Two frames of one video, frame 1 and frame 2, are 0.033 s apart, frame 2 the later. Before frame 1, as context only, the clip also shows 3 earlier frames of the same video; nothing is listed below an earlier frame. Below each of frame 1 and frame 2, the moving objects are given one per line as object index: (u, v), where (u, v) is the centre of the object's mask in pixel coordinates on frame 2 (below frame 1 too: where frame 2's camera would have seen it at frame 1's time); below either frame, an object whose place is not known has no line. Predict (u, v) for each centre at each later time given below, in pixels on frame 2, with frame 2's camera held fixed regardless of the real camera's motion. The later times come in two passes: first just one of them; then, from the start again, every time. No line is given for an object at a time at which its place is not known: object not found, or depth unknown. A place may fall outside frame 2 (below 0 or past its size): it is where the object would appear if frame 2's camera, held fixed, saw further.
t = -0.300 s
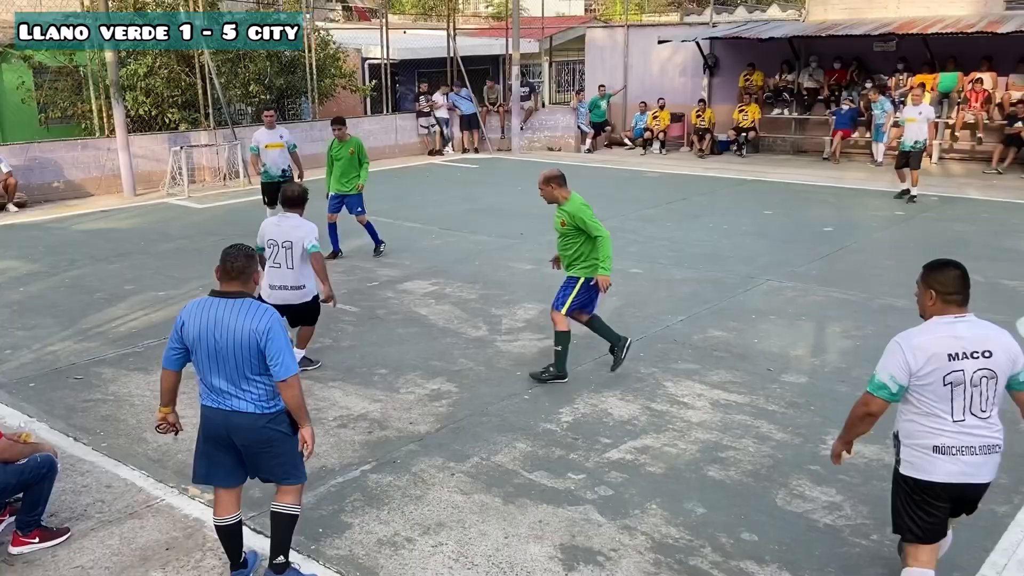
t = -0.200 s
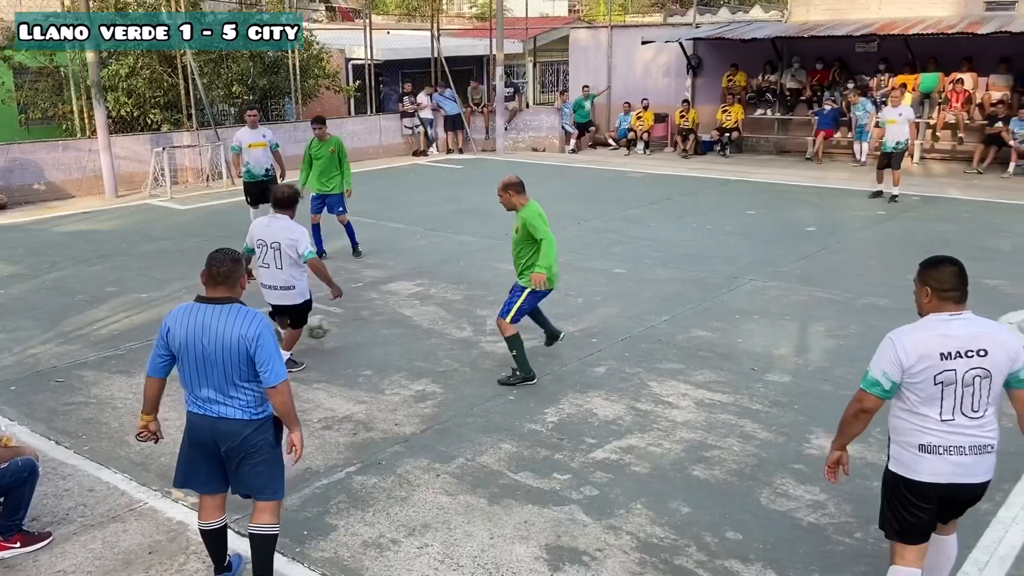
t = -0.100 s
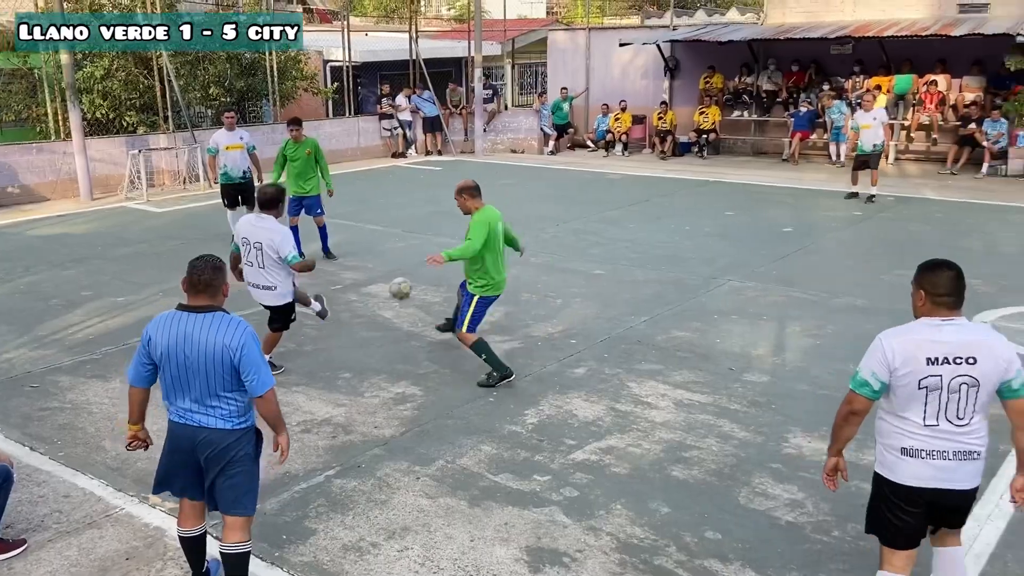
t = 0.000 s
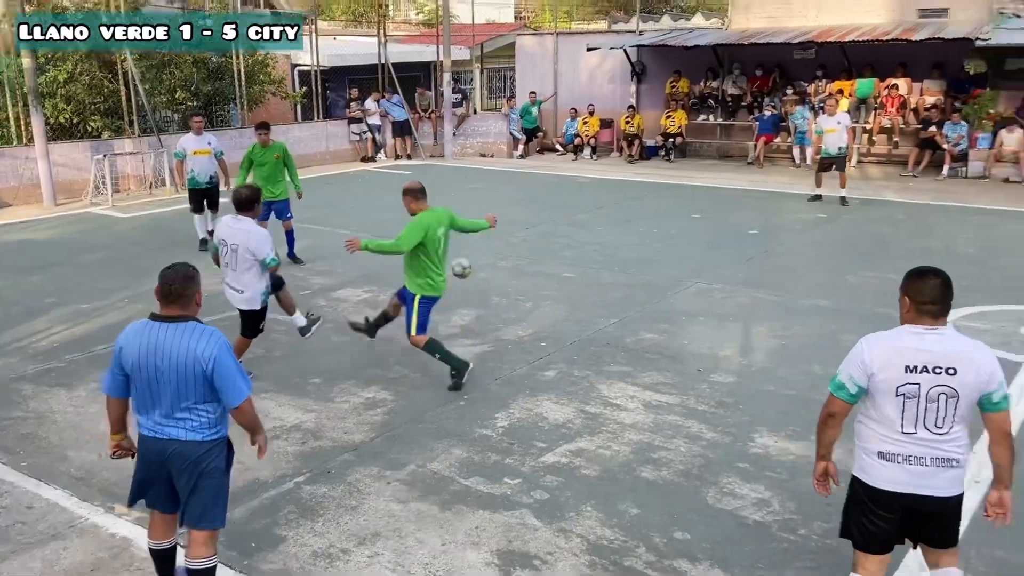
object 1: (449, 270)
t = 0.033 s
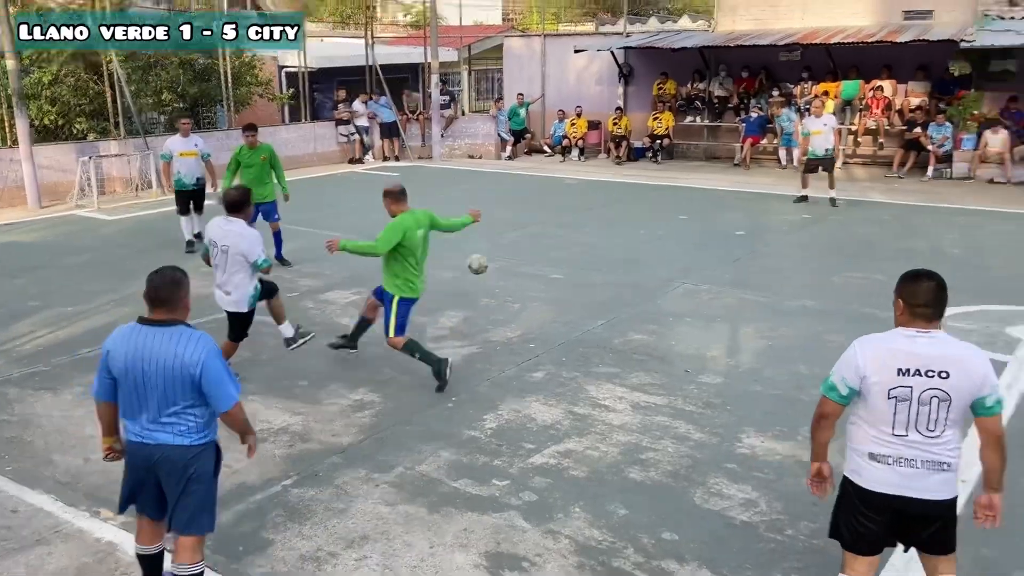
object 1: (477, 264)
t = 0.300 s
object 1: (663, 263)
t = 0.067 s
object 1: (505, 260)
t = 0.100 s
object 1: (530, 258)
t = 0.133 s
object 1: (554, 256)
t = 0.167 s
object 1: (578, 256)
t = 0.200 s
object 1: (601, 257)
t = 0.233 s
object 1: (622, 259)
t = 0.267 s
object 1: (643, 261)
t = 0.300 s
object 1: (663, 263)
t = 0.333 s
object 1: (678, 256)
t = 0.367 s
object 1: (692, 251)
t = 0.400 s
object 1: (705, 246)
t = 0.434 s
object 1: (720, 243)
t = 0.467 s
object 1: (733, 240)
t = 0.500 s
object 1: (745, 239)
